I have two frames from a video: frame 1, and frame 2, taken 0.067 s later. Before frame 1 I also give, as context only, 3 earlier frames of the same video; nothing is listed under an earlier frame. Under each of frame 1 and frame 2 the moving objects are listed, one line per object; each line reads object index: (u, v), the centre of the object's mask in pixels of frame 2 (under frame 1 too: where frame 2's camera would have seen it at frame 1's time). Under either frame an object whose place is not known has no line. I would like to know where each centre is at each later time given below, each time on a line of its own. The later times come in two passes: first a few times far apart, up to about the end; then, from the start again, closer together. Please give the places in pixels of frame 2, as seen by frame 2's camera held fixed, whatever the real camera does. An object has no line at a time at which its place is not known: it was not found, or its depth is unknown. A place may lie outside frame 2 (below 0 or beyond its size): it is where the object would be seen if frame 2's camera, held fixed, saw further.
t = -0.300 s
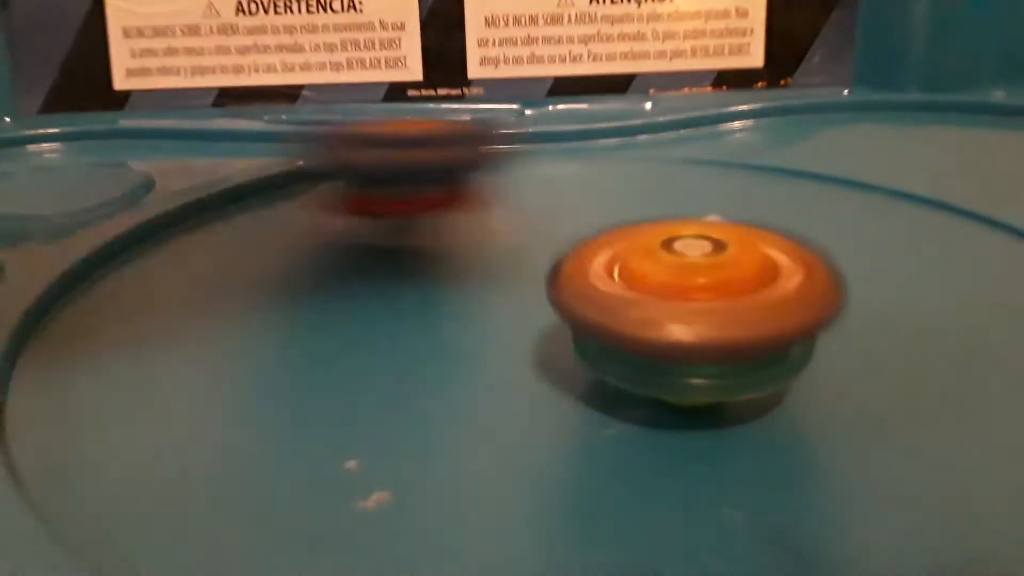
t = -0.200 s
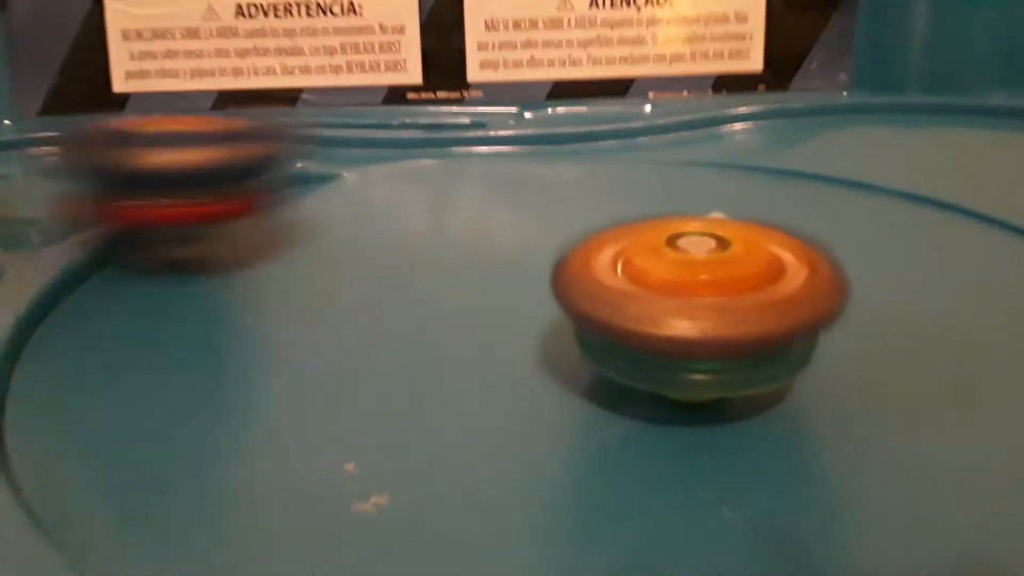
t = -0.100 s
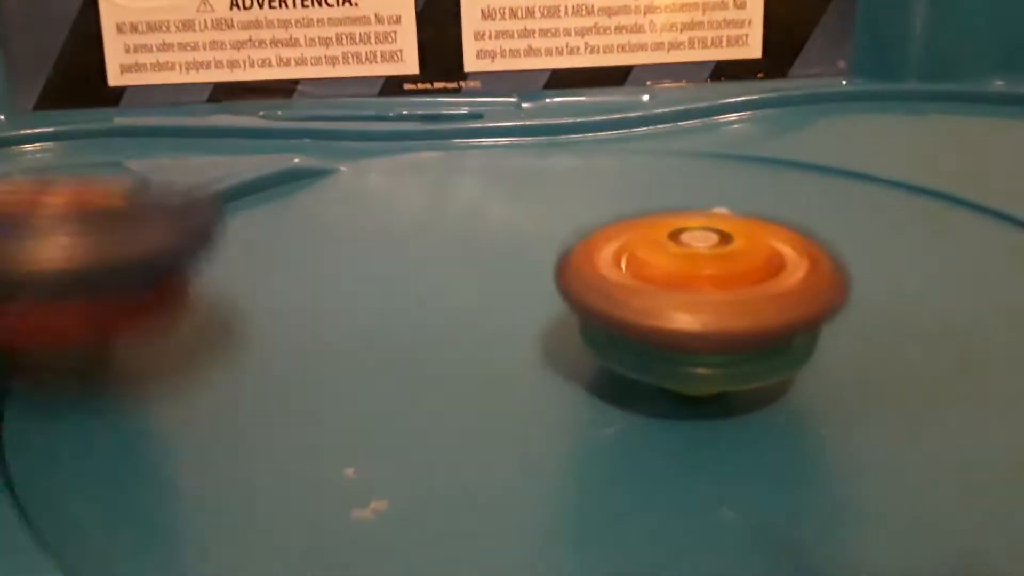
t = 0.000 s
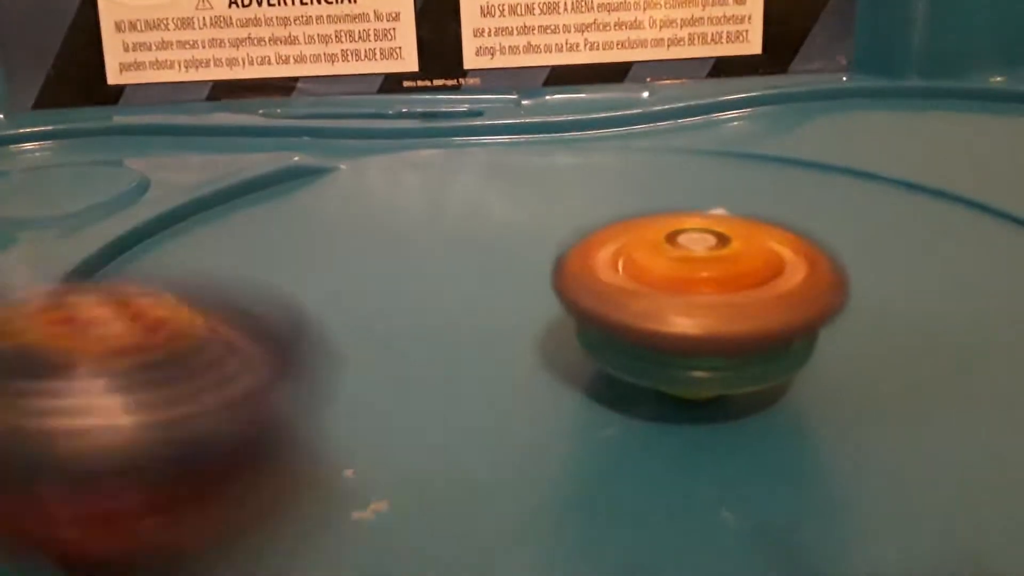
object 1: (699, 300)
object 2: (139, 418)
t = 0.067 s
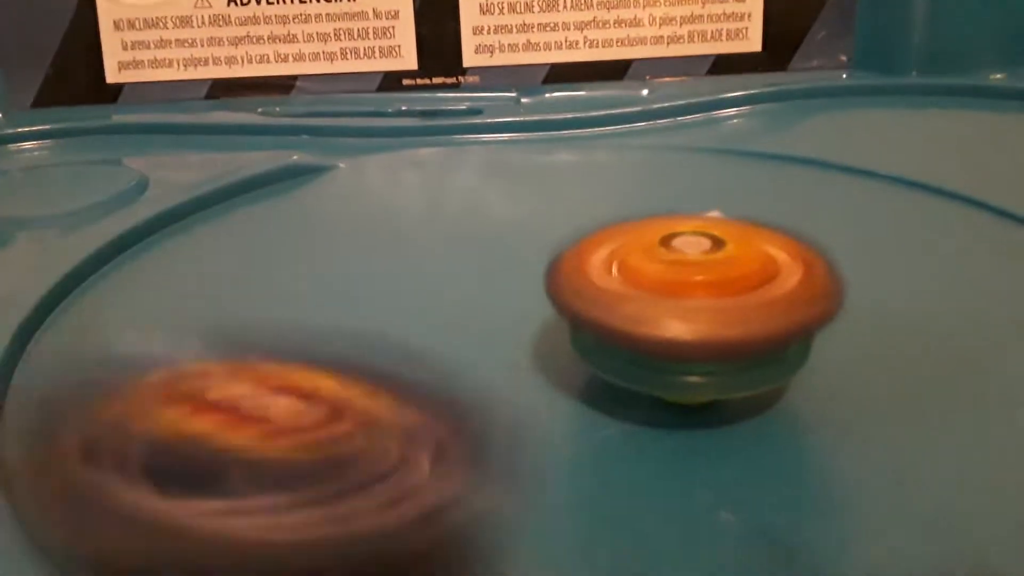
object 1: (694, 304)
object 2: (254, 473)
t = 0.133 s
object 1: (686, 311)
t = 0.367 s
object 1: (610, 284)
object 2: (922, 386)
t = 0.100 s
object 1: (690, 307)
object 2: (355, 486)
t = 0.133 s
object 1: (686, 311)
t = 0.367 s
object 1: (610, 284)
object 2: (922, 386)
